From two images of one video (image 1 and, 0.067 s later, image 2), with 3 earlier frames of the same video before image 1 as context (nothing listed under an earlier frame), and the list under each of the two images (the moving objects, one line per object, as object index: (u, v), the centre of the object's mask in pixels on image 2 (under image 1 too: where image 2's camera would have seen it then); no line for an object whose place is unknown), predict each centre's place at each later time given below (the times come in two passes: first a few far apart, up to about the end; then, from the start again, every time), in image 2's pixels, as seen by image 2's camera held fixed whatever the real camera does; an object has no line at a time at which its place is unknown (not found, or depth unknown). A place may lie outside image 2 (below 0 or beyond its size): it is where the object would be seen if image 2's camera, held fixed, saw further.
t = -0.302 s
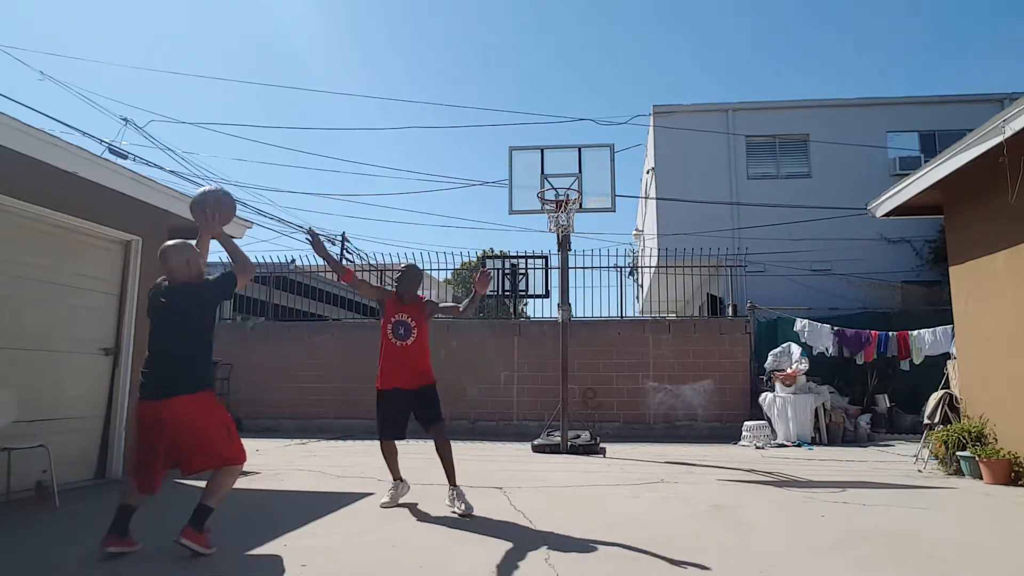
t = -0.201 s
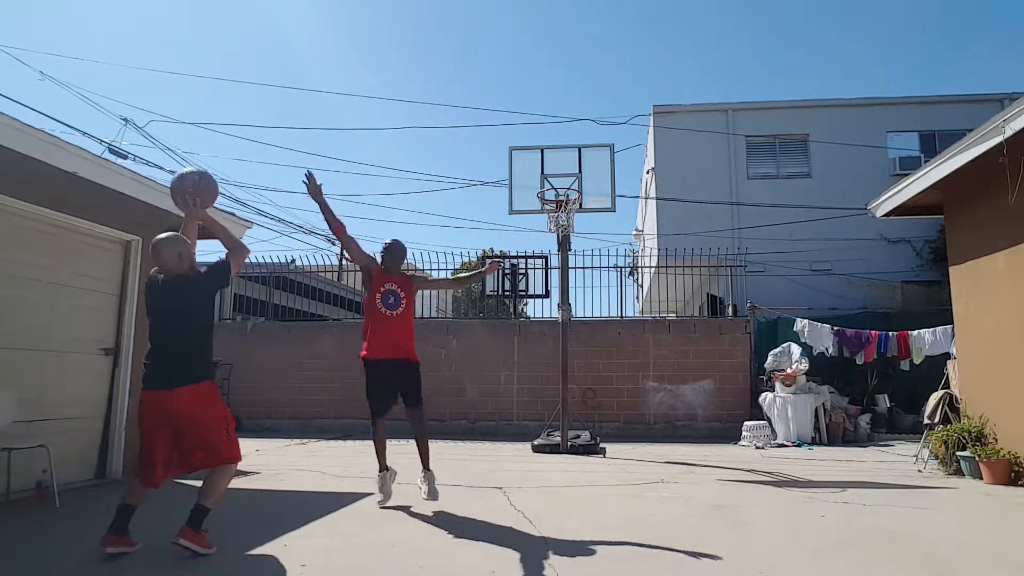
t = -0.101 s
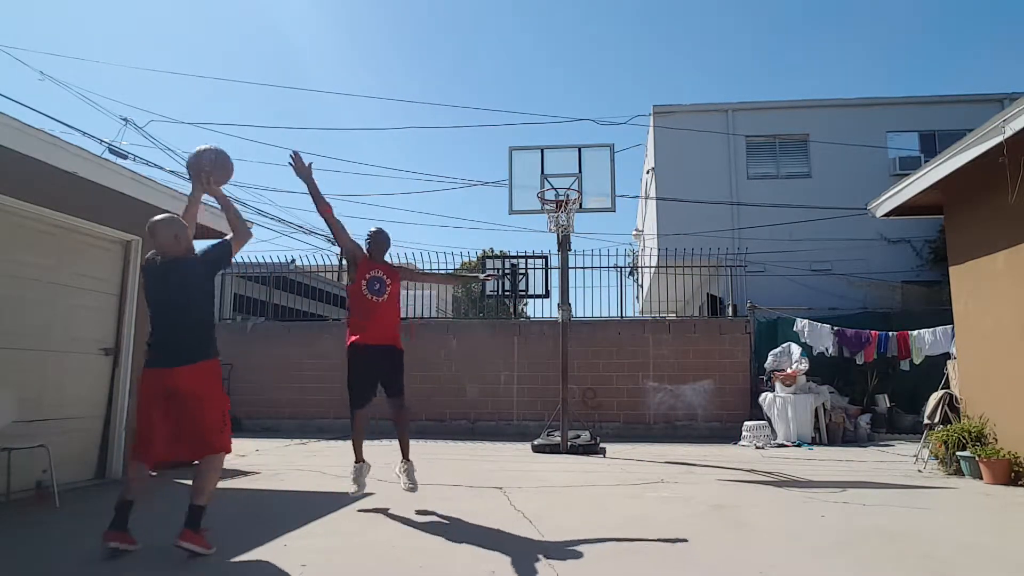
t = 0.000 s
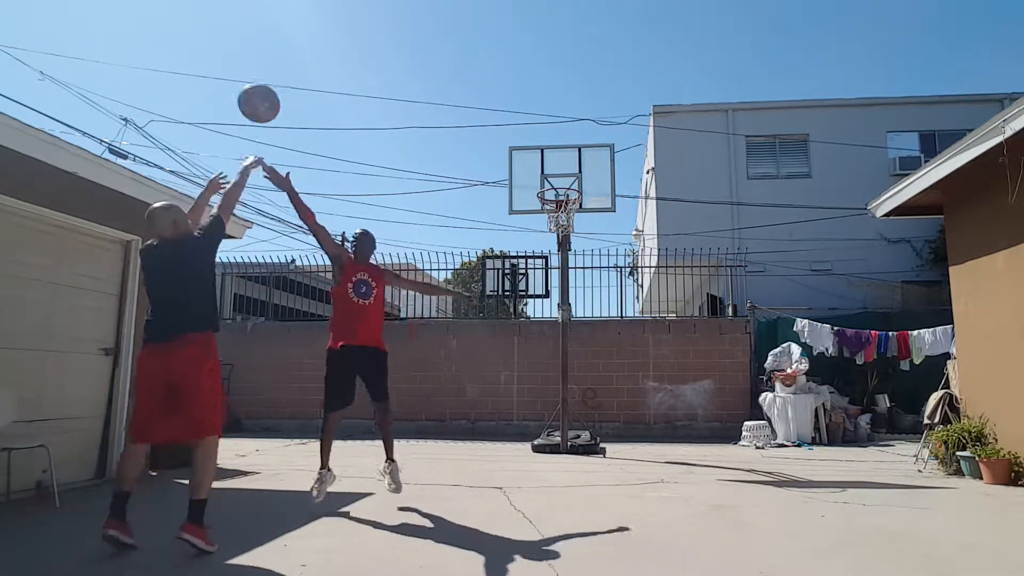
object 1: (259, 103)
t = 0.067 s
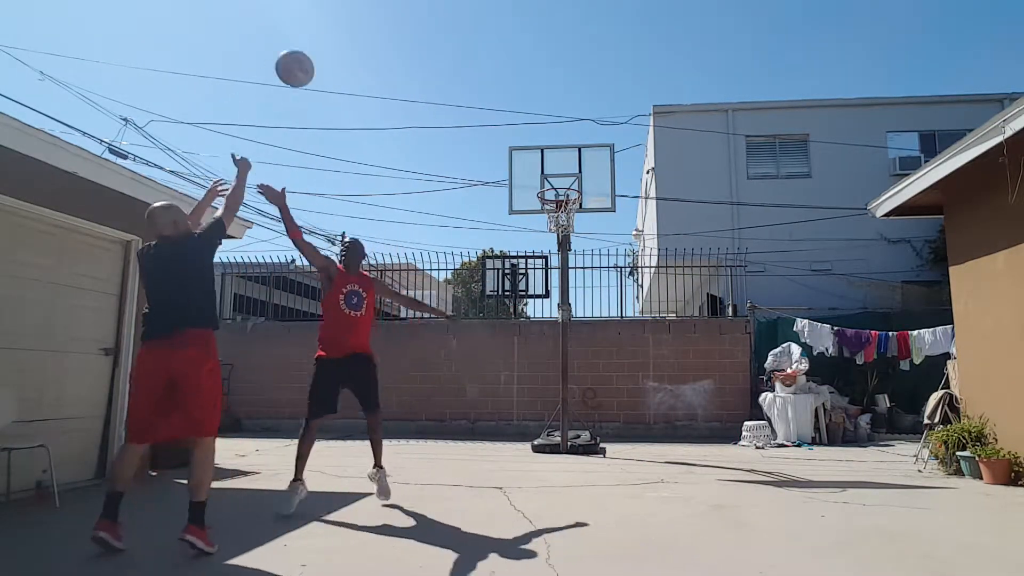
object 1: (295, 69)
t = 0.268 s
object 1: (378, 16)
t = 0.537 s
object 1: (454, 28)
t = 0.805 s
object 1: (508, 96)
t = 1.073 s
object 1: (546, 179)
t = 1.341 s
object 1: (557, 193)
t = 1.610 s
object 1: (562, 202)
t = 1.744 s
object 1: (550, 218)
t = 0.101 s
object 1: (311, 55)
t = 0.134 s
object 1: (326, 43)
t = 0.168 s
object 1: (340, 34)
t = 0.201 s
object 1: (353, 27)
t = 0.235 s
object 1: (366, 21)
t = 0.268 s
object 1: (378, 16)
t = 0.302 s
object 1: (389, 14)
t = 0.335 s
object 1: (400, 13)
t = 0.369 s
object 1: (410, 13)
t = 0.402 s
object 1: (420, 14)
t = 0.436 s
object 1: (429, 16)
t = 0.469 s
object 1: (438, 19)
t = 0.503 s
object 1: (446, 23)
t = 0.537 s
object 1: (454, 28)
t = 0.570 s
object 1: (462, 34)
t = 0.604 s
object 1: (469, 40)
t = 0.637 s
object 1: (476, 48)
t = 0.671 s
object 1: (483, 56)
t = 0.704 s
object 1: (490, 65)
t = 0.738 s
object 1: (496, 75)
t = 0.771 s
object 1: (503, 85)
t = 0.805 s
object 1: (508, 96)
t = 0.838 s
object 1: (515, 108)
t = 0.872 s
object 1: (520, 120)
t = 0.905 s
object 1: (526, 133)
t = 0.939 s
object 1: (531, 147)
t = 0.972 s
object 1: (536, 162)
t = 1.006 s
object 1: (542, 177)
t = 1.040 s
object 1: (544, 180)
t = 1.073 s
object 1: (546, 179)
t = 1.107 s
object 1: (547, 178)
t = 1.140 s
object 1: (549, 178)
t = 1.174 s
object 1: (550, 179)
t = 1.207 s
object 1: (551, 181)
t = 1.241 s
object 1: (552, 184)
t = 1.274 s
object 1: (553, 187)
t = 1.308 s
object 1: (555, 193)
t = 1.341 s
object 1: (557, 193)
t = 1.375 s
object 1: (559, 192)
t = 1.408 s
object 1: (561, 191)
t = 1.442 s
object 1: (564, 190)
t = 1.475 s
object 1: (566, 193)
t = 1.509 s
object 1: (569, 194)
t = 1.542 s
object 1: (567, 196)
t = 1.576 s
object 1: (564, 197)
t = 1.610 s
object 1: (562, 202)
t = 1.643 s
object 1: (558, 205)
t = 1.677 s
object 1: (554, 208)
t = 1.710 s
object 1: (551, 209)
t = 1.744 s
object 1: (550, 218)
